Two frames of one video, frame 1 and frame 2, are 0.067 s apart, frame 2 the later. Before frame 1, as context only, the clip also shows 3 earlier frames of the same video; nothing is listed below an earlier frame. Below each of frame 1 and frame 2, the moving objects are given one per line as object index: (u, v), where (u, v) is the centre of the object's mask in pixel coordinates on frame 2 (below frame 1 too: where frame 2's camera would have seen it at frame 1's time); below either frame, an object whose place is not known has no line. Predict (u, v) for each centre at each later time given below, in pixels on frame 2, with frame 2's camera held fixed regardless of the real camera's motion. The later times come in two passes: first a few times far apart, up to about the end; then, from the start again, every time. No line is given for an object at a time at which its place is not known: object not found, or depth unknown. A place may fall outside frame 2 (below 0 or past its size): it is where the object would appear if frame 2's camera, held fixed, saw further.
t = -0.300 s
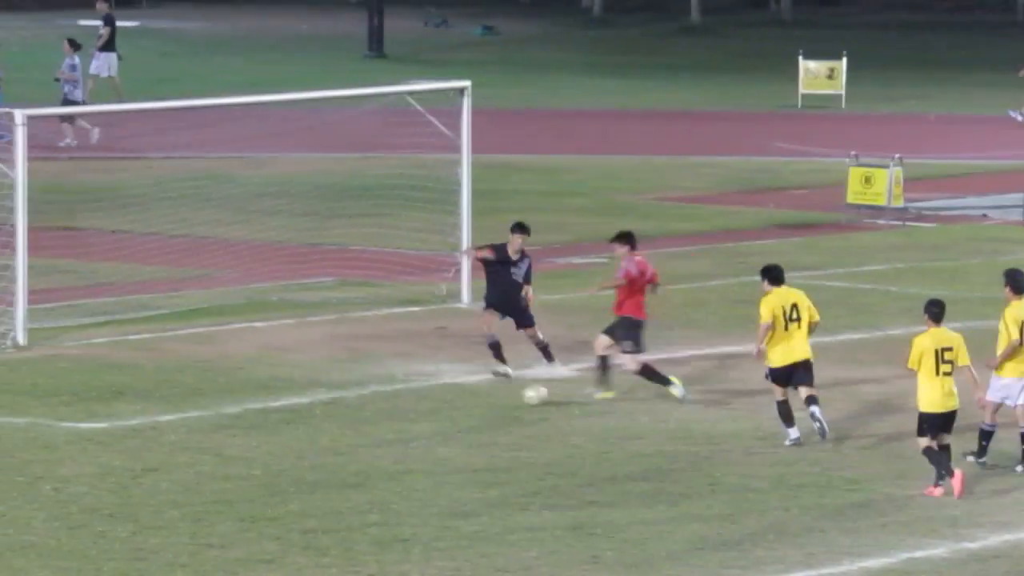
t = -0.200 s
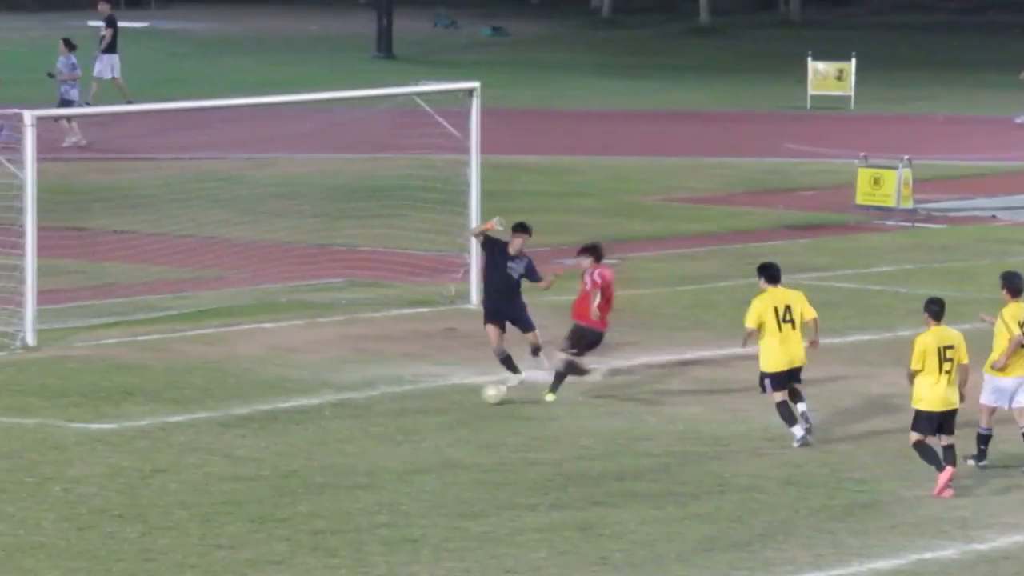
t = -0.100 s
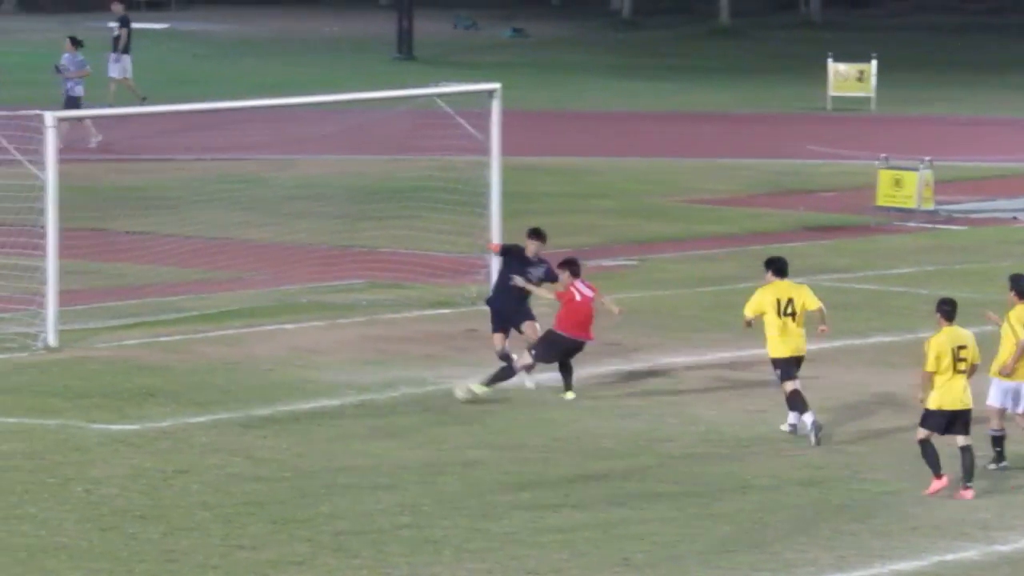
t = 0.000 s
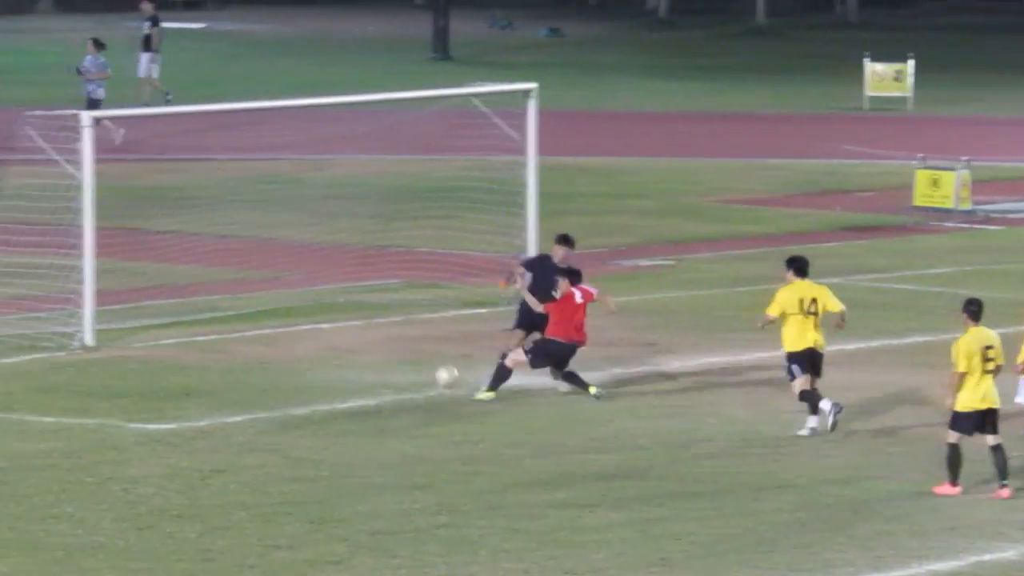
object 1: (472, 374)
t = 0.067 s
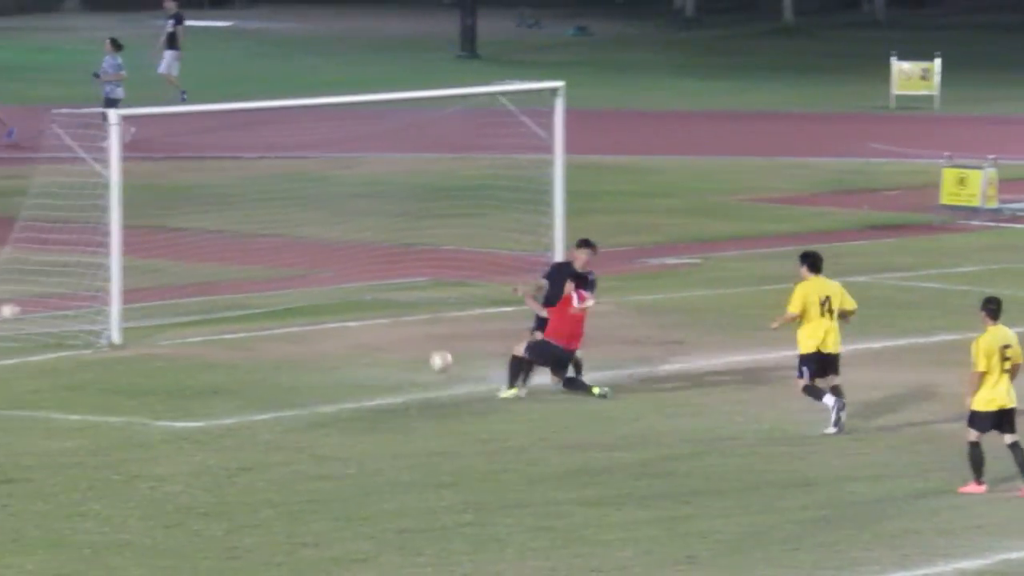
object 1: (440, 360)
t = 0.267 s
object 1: (348, 355)
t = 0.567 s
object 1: (240, 321)
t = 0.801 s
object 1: (158, 316)
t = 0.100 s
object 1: (424, 355)
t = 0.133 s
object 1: (409, 352)
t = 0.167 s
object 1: (393, 351)
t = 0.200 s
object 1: (379, 351)
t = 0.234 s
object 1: (363, 352)
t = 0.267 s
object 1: (348, 355)
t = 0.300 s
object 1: (335, 352)
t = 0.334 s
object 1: (323, 343)
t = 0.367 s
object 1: (310, 336)
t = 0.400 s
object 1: (299, 330)
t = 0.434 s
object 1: (289, 325)
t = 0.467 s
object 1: (276, 322)
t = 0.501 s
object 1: (265, 321)
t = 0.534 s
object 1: (253, 320)
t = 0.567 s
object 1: (240, 321)
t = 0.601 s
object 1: (229, 324)
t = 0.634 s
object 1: (217, 327)
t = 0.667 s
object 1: (206, 332)
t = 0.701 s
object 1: (193, 329)
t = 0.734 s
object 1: (185, 324)
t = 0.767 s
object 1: (170, 319)
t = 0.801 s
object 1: (158, 316)
